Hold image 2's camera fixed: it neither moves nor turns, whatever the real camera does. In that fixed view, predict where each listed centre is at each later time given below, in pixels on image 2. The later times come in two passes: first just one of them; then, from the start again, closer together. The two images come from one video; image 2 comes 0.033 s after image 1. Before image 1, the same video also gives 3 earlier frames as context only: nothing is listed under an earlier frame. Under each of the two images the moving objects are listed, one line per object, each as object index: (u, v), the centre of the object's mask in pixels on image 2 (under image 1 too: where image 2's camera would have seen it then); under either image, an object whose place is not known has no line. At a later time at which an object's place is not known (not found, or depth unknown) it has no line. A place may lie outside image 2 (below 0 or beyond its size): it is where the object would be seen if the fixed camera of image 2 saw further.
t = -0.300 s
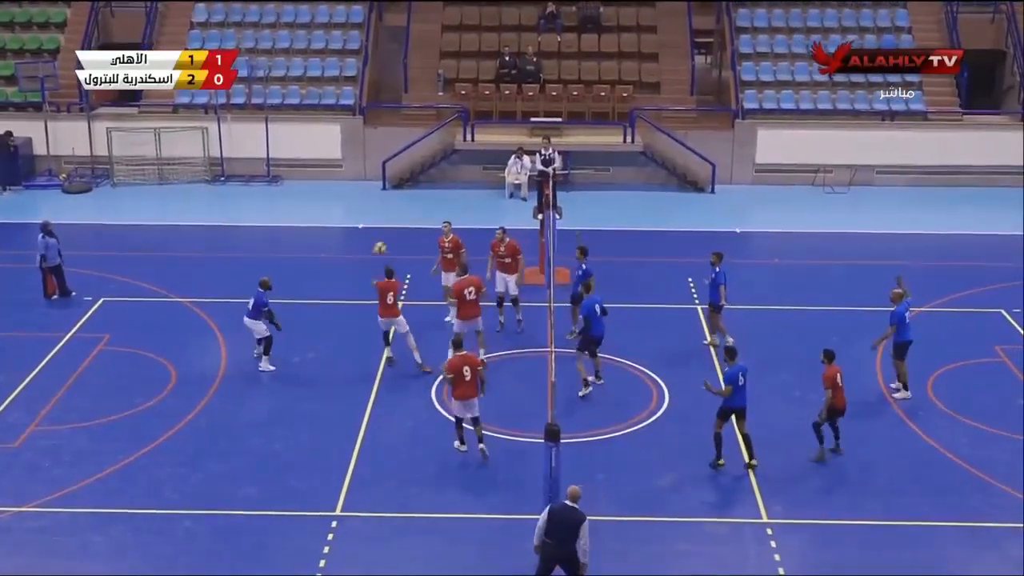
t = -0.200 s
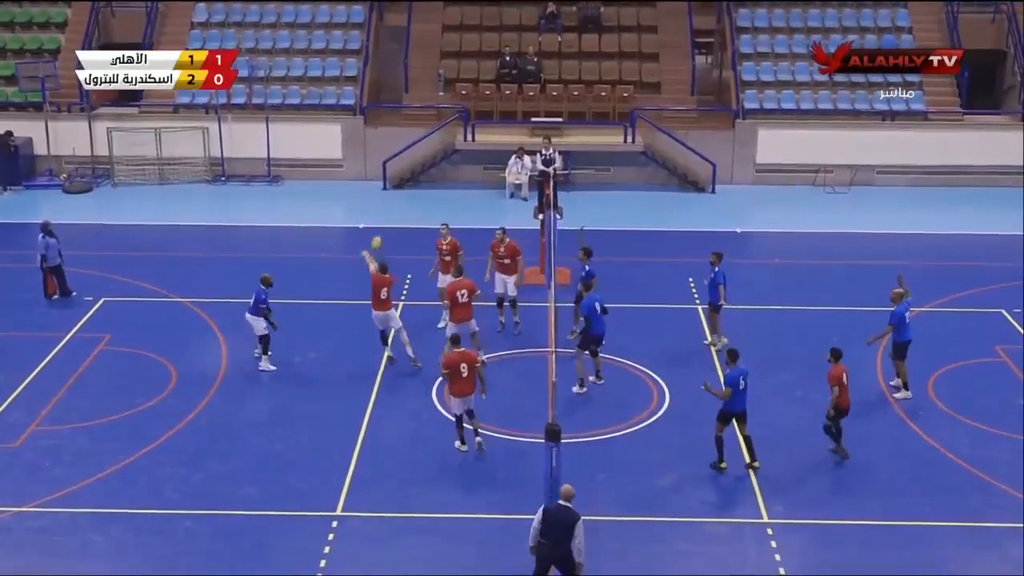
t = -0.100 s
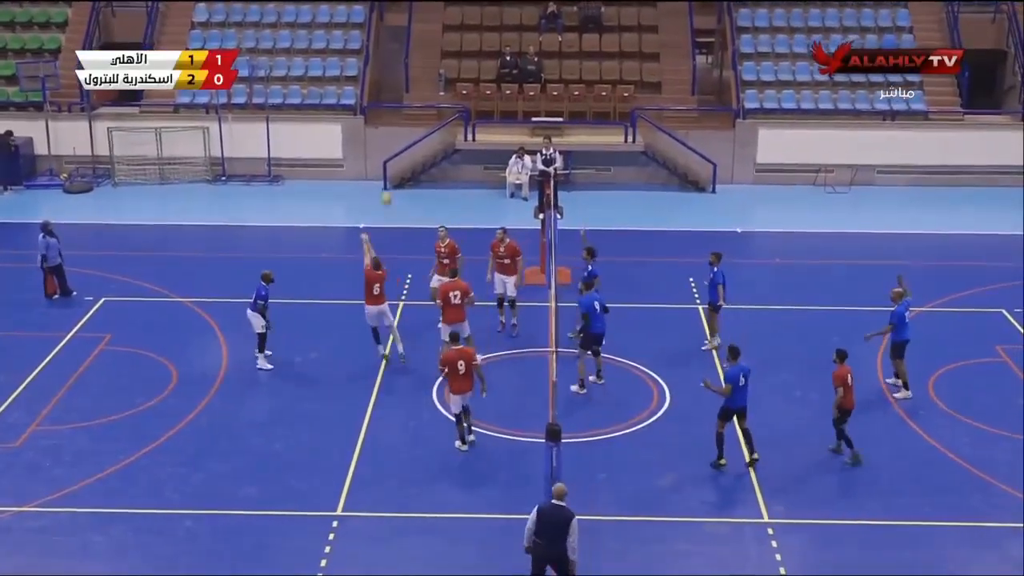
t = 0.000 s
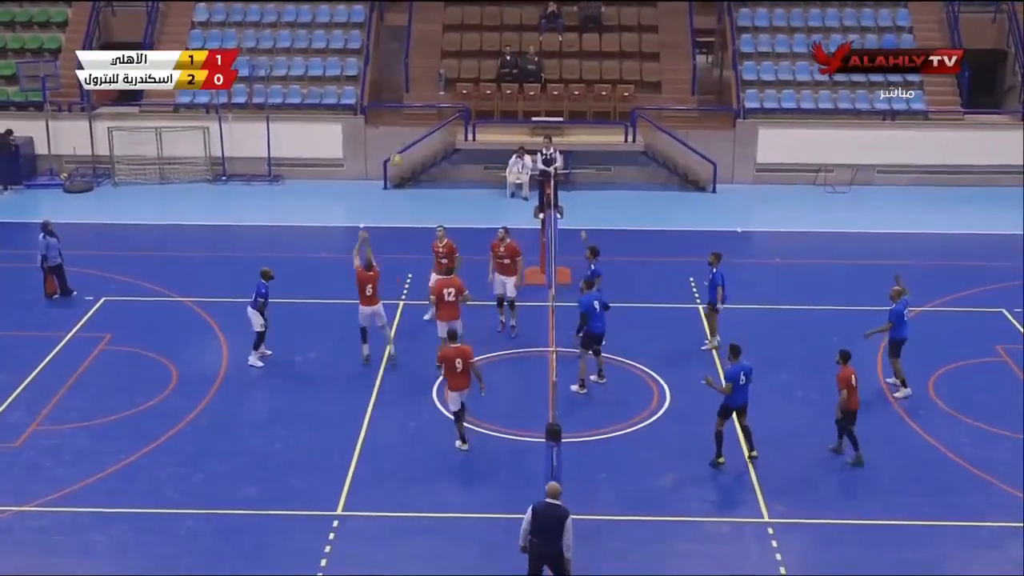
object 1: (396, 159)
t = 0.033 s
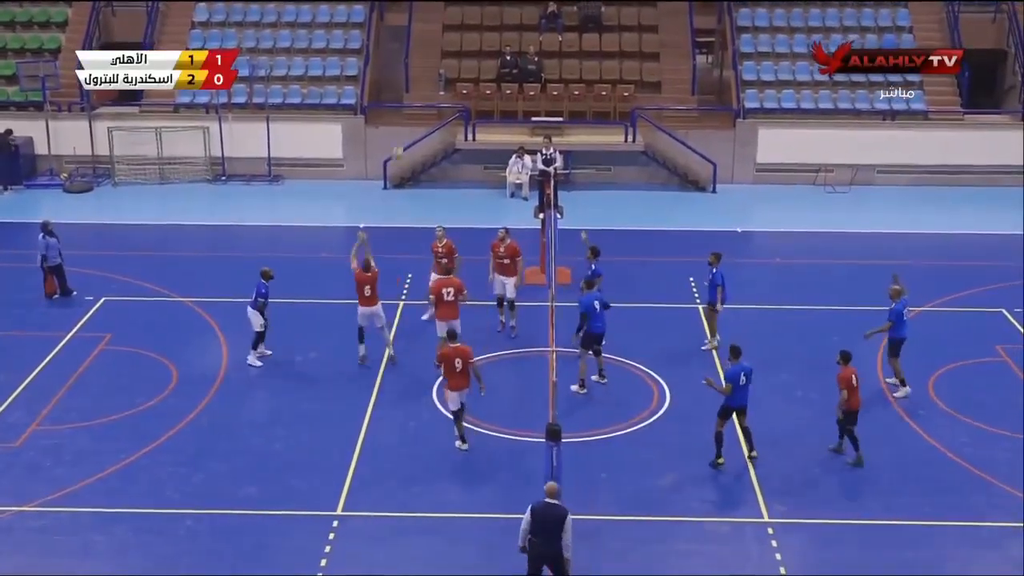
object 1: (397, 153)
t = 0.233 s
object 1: (416, 95)
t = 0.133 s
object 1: (406, 120)
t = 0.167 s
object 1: (409, 110)
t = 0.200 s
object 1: (414, 100)
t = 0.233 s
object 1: (416, 95)
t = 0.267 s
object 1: (419, 87)
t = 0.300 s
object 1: (424, 78)
